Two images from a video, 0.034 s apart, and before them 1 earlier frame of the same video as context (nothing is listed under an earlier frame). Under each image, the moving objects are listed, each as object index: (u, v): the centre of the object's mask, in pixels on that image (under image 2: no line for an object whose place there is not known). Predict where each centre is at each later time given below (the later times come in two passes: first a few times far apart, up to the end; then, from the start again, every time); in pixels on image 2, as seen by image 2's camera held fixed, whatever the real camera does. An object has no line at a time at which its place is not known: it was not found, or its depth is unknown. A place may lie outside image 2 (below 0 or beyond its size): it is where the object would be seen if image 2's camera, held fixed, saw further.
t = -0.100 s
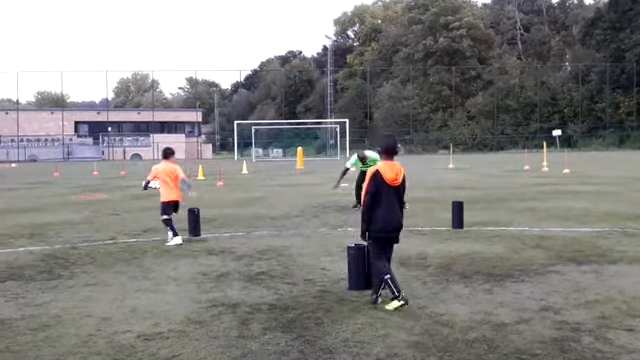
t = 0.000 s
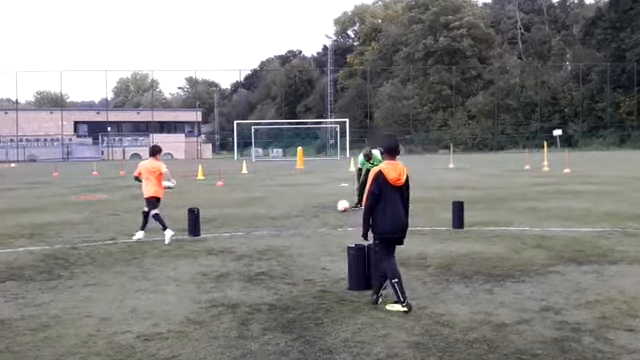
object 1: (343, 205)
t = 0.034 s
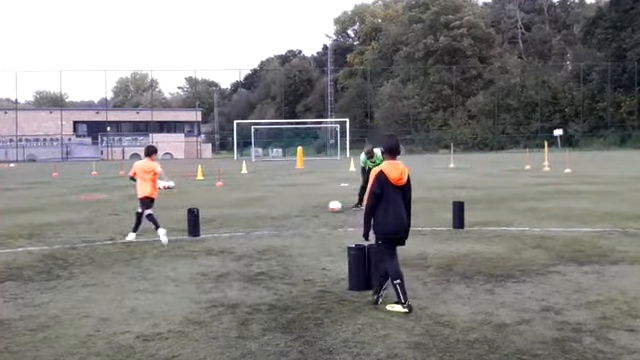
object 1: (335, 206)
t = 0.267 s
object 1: (282, 209)
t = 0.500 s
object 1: (240, 211)
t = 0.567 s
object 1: (228, 212)
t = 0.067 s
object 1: (327, 206)
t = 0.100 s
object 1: (319, 206)
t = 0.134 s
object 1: (312, 207)
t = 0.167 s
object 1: (304, 208)
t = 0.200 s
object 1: (297, 209)
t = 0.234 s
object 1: (289, 209)
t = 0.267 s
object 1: (282, 209)
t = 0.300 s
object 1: (276, 210)
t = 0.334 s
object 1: (270, 210)
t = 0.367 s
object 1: (263, 210)
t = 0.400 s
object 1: (258, 211)
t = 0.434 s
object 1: (252, 211)
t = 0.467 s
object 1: (246, 211)
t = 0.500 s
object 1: (240, 211)
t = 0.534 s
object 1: (234, 212)
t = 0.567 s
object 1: (228, 212)
